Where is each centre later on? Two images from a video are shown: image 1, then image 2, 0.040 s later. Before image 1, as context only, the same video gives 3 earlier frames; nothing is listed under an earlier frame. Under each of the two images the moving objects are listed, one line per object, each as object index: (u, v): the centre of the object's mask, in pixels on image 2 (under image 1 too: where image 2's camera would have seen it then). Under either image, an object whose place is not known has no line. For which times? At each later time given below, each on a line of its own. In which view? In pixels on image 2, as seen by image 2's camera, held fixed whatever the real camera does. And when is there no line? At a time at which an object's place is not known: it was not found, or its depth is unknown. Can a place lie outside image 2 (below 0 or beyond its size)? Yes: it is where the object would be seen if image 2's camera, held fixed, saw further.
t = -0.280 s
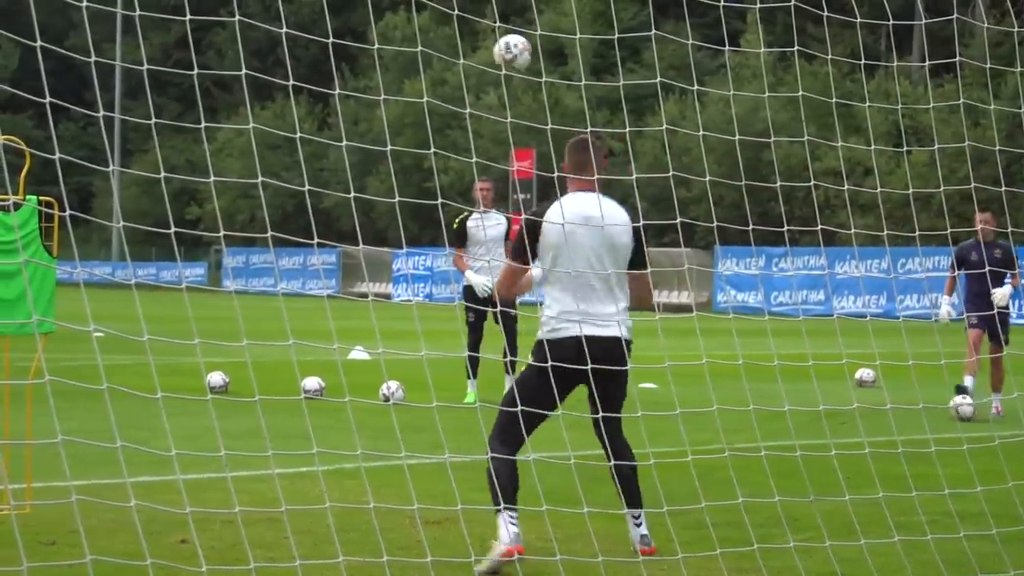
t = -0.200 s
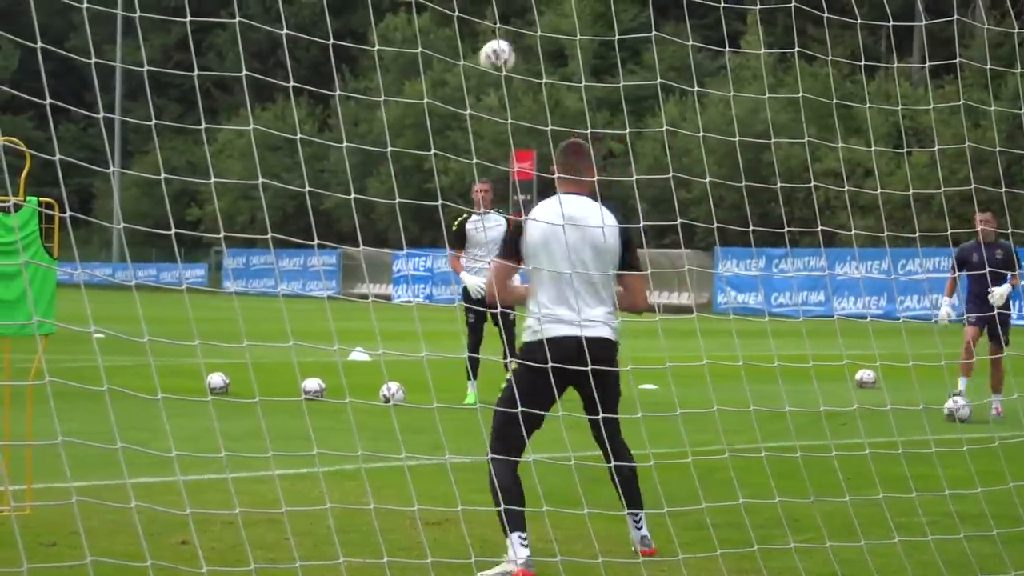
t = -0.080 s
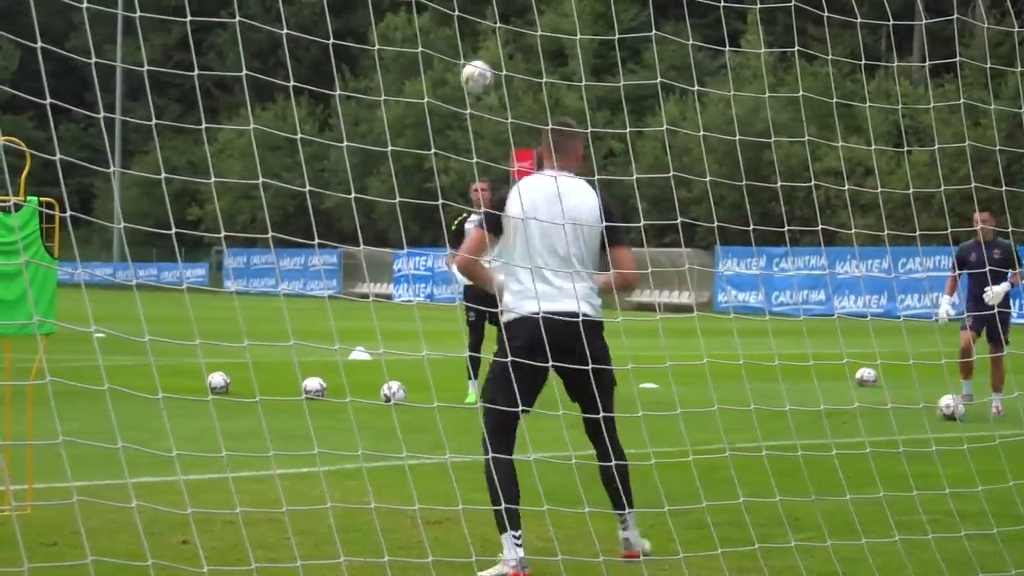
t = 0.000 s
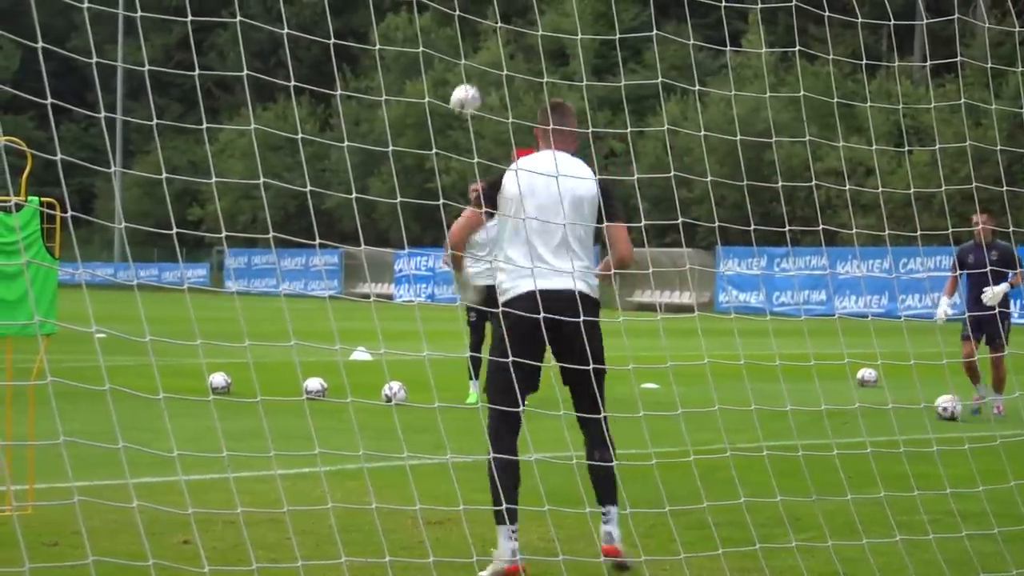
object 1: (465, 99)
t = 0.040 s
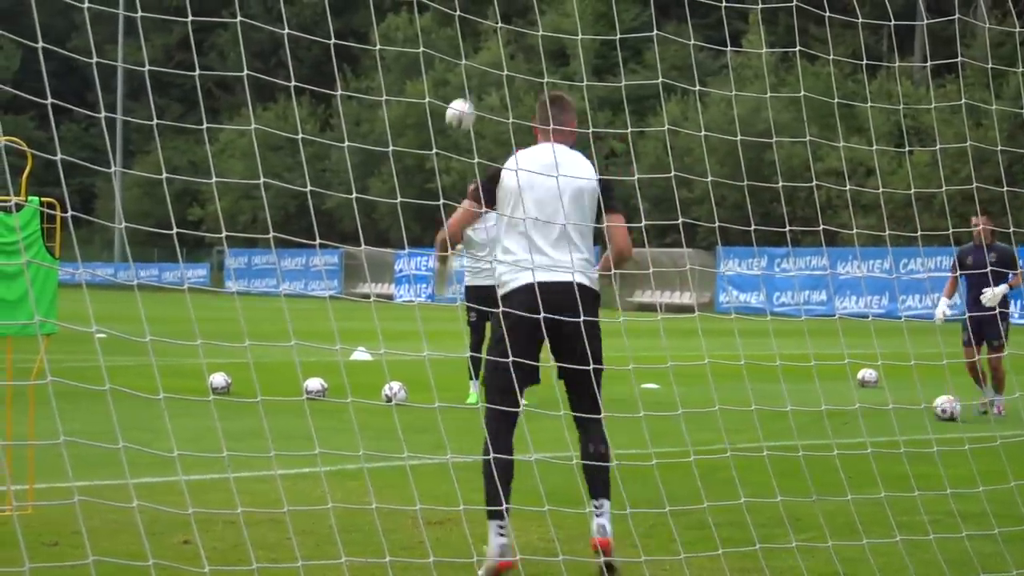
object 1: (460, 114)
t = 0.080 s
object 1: (455, 130)
